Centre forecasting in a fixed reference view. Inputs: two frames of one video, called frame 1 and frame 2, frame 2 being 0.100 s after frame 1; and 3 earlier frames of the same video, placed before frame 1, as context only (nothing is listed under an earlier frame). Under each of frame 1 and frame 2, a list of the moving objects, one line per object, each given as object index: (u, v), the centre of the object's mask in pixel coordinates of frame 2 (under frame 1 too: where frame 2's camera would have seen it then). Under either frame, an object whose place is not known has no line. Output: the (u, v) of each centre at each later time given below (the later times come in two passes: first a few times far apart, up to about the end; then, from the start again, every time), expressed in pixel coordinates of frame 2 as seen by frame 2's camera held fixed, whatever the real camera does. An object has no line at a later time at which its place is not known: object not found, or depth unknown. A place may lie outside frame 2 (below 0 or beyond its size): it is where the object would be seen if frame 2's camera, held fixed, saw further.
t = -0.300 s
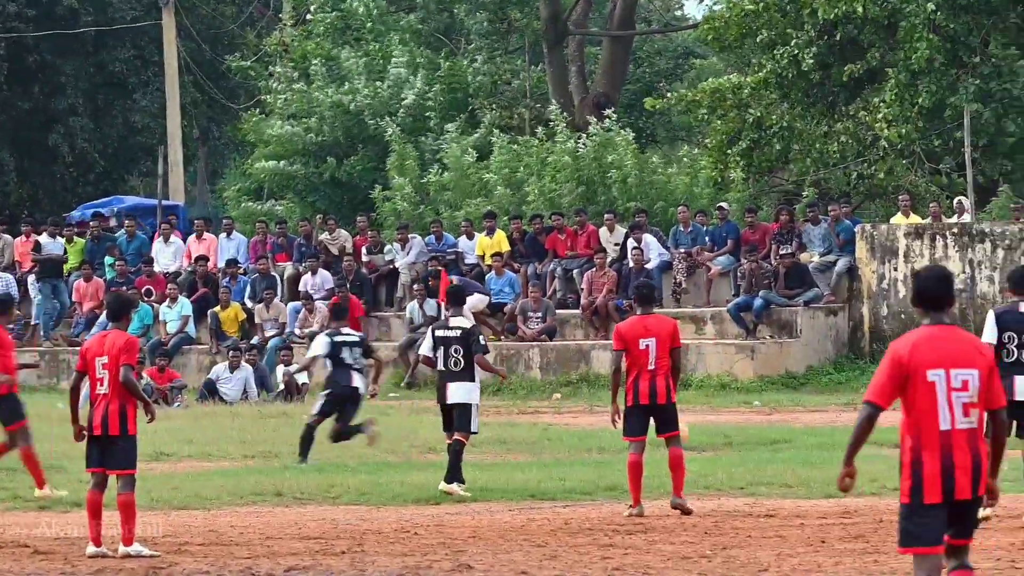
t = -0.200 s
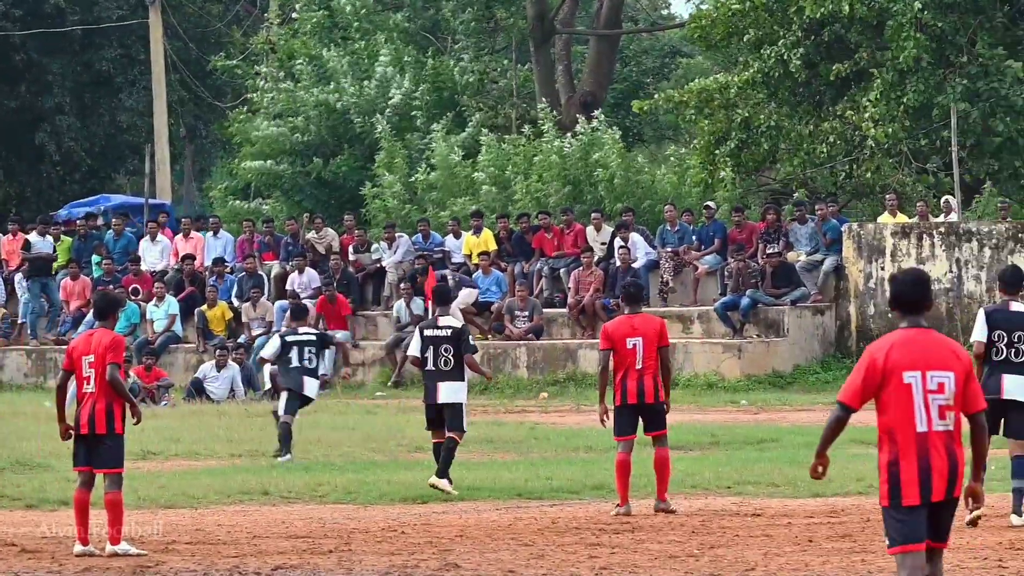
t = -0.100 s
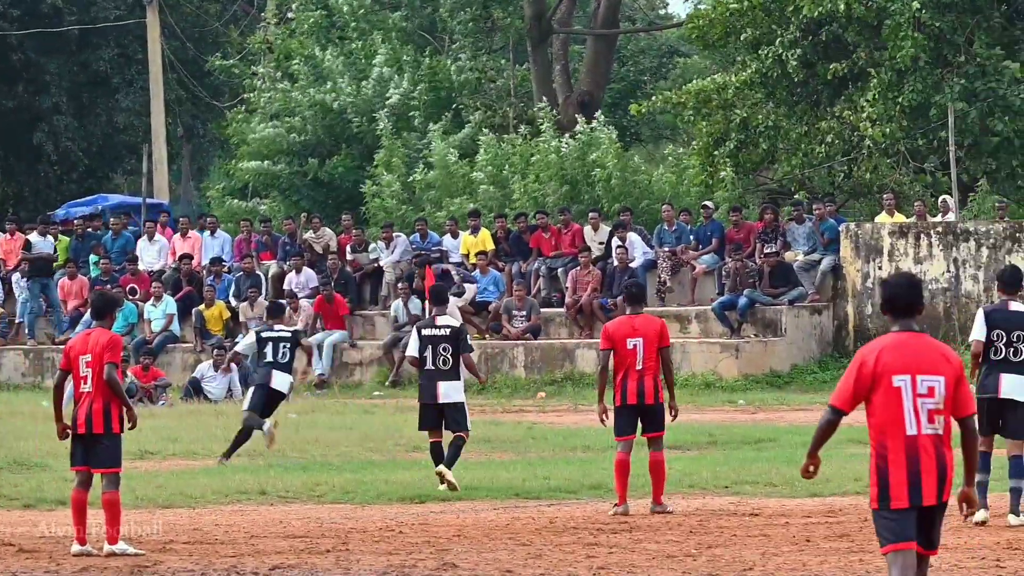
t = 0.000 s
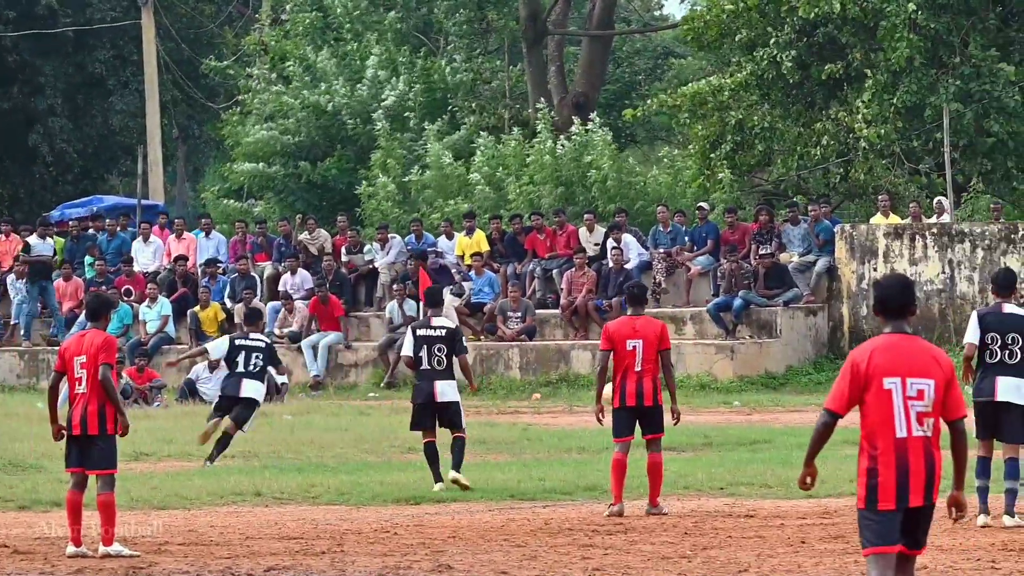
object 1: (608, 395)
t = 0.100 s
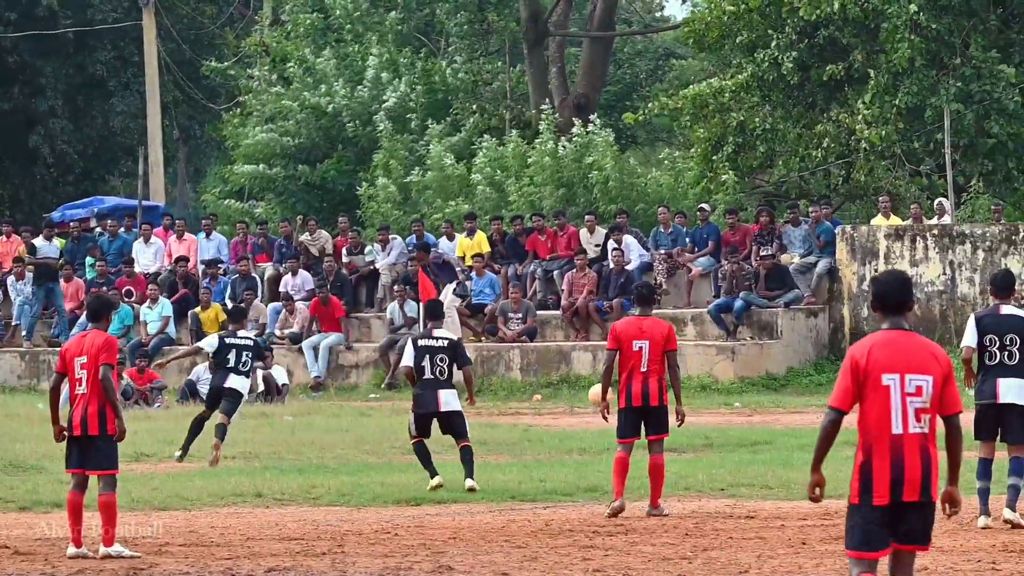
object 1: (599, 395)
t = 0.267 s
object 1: (576, 419)
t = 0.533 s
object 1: (529, 416)
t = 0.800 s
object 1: (482, 429)
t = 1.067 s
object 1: (436, 430)
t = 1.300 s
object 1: (400, 426)
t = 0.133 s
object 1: (593, 398)
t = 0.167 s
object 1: (590, 402)
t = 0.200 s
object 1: (585, 406)
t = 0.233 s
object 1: (580, 412)
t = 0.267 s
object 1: (576, 419)
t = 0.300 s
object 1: (569, 429)
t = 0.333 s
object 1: (565, 436)
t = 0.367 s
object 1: (559, 432)
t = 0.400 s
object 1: (553, 427)
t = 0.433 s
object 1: (547, 422)
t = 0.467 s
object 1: (541, 419)
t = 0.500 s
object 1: (534, 417)
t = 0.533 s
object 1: (529, 416)
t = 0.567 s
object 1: (522, 416)
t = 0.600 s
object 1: (517, 418)
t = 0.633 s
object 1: (510, 420)
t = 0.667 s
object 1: (505, 424)
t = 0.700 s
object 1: (500, 429)
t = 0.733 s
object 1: (494, 433)
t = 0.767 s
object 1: (488, 432)
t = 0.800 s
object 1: (482, 429)
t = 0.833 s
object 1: (476, 425)
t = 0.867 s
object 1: (470, 424)
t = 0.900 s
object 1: (465, 423)
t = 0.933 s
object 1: (458, 423)
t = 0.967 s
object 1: (452, 425)
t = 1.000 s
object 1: (447, 427)
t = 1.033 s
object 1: (441, 428)
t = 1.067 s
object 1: (436, 430)
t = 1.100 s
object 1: (431, 427)
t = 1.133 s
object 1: (425, 425)
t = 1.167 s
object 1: (421, 424)
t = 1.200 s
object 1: (415, 423)
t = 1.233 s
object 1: (410, 423)
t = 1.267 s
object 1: (404, 425)
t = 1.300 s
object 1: (400, 426)
